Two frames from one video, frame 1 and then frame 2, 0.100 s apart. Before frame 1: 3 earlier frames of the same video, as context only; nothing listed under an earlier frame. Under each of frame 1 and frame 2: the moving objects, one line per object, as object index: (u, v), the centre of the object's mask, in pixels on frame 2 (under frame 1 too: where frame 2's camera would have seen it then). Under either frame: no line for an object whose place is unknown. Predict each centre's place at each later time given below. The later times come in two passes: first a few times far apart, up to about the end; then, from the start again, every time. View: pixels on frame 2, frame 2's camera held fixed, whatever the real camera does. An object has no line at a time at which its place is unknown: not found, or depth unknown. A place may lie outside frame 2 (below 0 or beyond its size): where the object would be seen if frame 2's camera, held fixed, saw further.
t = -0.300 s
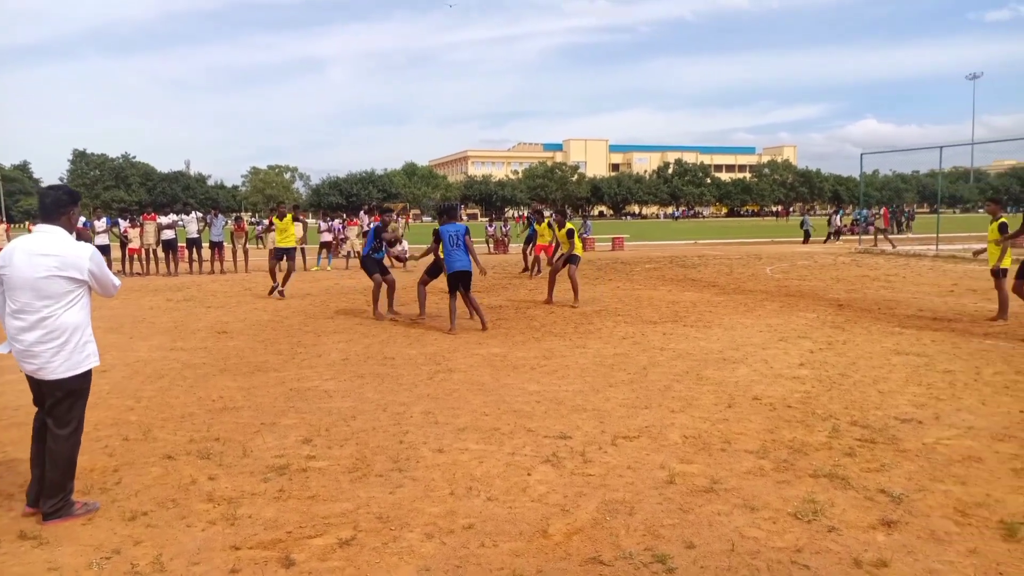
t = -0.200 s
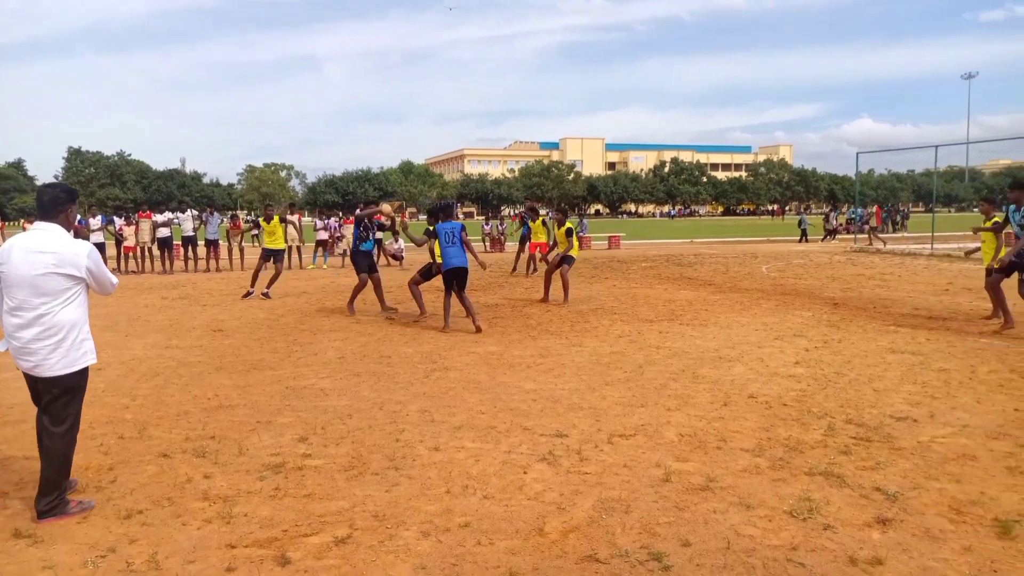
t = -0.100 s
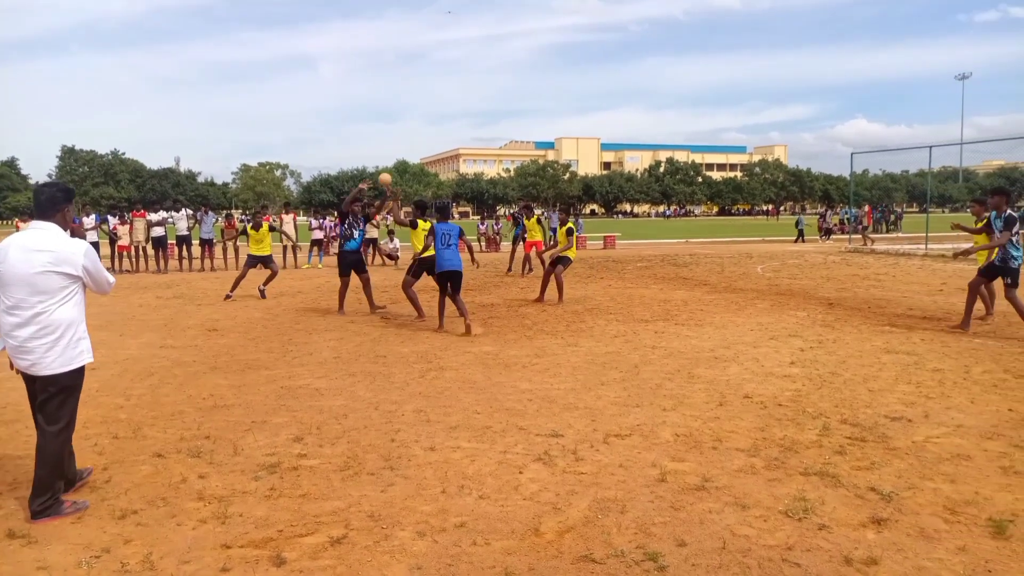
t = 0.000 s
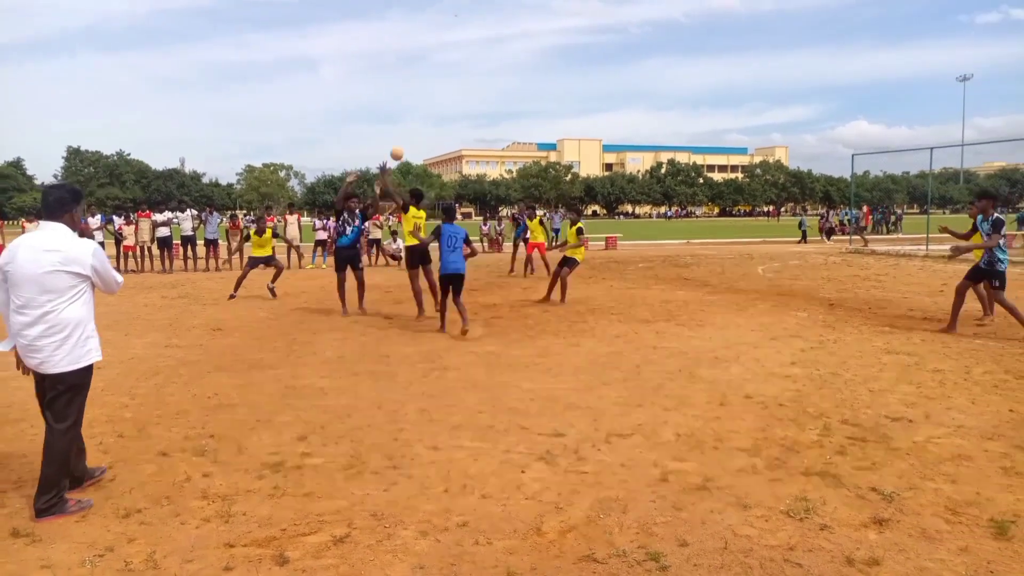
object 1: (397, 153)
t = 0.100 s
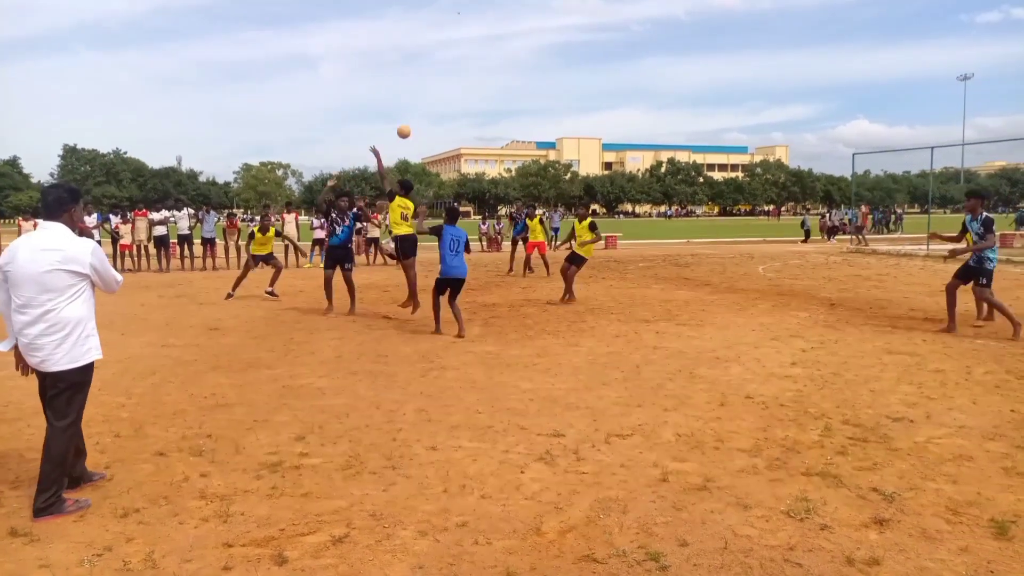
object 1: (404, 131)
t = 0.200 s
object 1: (413, 117)
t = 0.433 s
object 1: (436, 113)
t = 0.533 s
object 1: (447, 125)
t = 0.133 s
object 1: (407, 126)
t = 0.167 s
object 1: (410, 121)
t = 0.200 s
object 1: (413, 117)
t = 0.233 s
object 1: (416, 114)
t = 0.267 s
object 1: (419, 111)
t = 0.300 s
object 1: (423, 110)
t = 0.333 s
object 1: (426, 110)
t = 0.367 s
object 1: (430, 110)
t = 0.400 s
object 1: (434, 112)
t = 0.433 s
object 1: (436, 113)
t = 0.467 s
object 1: (439, 116)
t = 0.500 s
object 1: (443, 120)
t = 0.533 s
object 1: (447, 125)
